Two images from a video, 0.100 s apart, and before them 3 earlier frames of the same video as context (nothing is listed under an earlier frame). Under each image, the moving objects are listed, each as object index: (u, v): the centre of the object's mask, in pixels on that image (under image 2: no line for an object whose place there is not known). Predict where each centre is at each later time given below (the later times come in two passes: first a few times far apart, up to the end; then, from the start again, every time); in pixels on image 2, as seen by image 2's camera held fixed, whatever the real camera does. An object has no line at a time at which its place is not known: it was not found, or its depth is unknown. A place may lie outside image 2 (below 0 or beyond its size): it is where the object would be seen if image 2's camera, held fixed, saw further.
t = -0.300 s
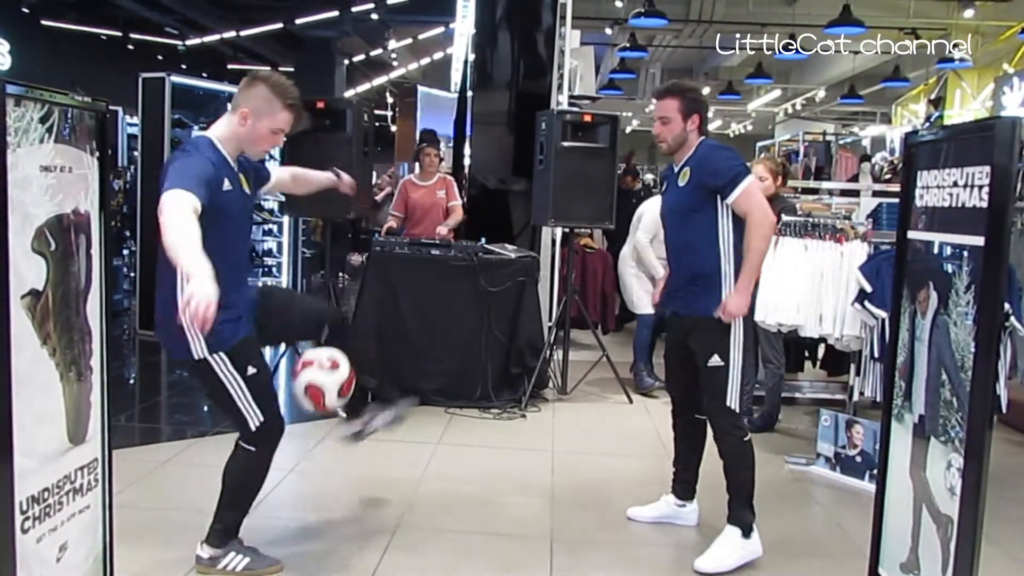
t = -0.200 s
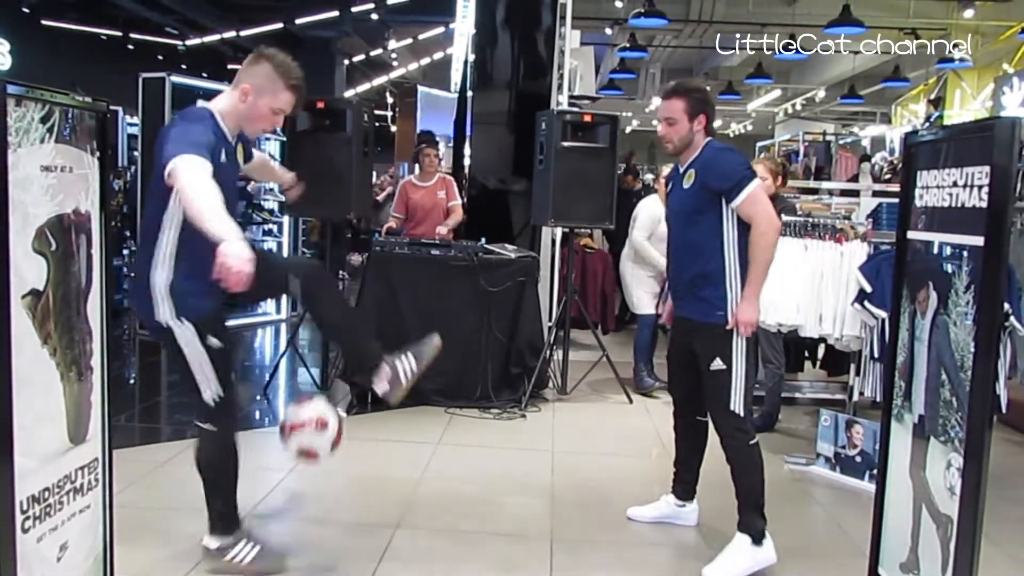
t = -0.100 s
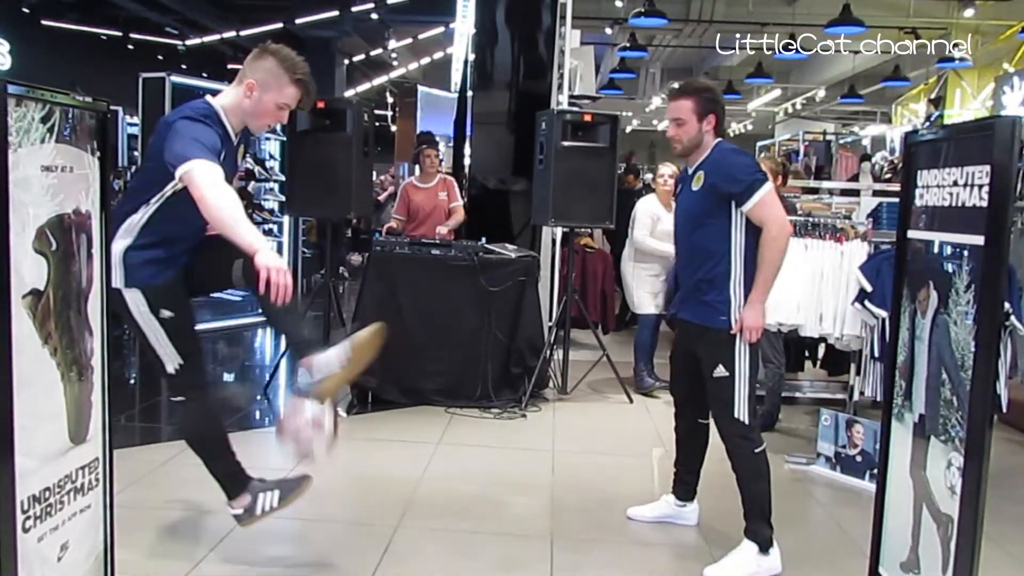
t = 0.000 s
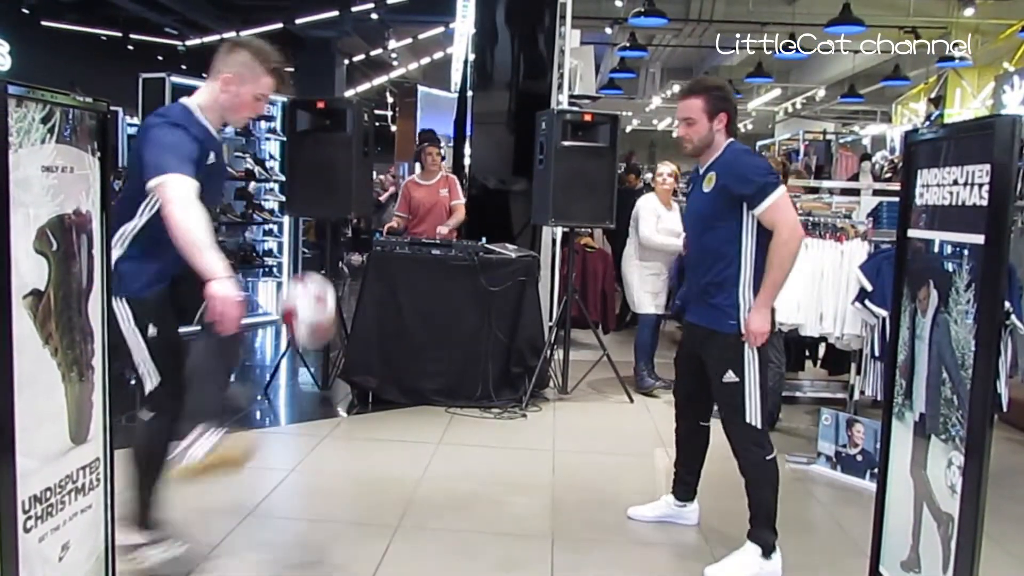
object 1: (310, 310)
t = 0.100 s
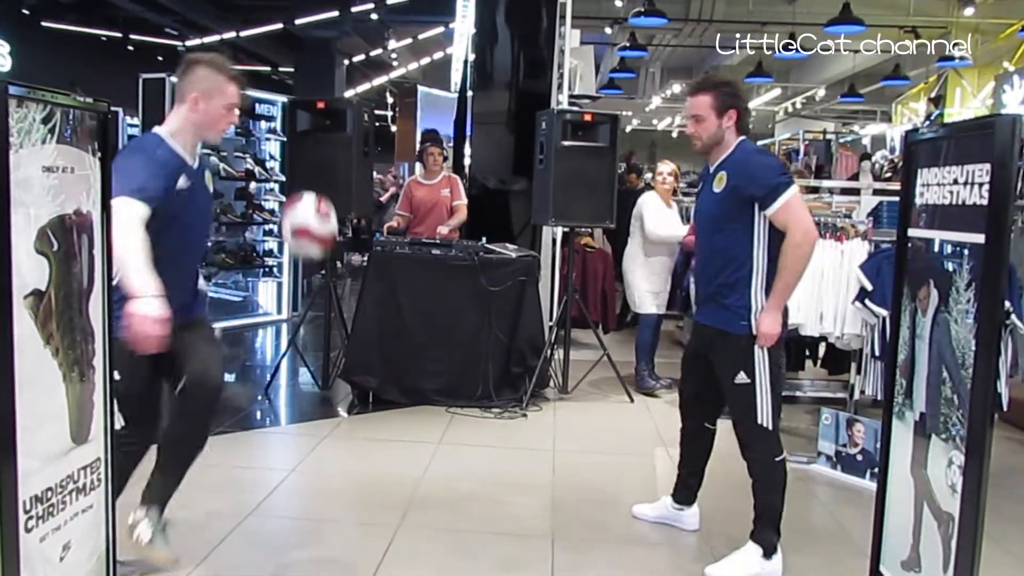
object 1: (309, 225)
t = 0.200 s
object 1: (306, 174)
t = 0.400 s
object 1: (303, 150)
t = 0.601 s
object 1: (298, 223)
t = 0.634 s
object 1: (298, 244)
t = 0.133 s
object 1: (309, 205)
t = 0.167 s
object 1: (307, 188)
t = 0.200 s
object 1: (306, 174)
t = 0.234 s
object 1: (306, 162)
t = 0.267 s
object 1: (306, 154)
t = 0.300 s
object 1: (305, 149)
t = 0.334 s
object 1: (304, 147)
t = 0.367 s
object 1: (304, 147)
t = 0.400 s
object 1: (303, 150)
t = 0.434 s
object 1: (303, 157)
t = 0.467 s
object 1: (302, 165)
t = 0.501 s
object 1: (301, 177)
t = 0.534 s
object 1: (300, 190)
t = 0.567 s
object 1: (299, 206)
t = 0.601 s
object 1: (298, 223)
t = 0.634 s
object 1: (298, 244)
